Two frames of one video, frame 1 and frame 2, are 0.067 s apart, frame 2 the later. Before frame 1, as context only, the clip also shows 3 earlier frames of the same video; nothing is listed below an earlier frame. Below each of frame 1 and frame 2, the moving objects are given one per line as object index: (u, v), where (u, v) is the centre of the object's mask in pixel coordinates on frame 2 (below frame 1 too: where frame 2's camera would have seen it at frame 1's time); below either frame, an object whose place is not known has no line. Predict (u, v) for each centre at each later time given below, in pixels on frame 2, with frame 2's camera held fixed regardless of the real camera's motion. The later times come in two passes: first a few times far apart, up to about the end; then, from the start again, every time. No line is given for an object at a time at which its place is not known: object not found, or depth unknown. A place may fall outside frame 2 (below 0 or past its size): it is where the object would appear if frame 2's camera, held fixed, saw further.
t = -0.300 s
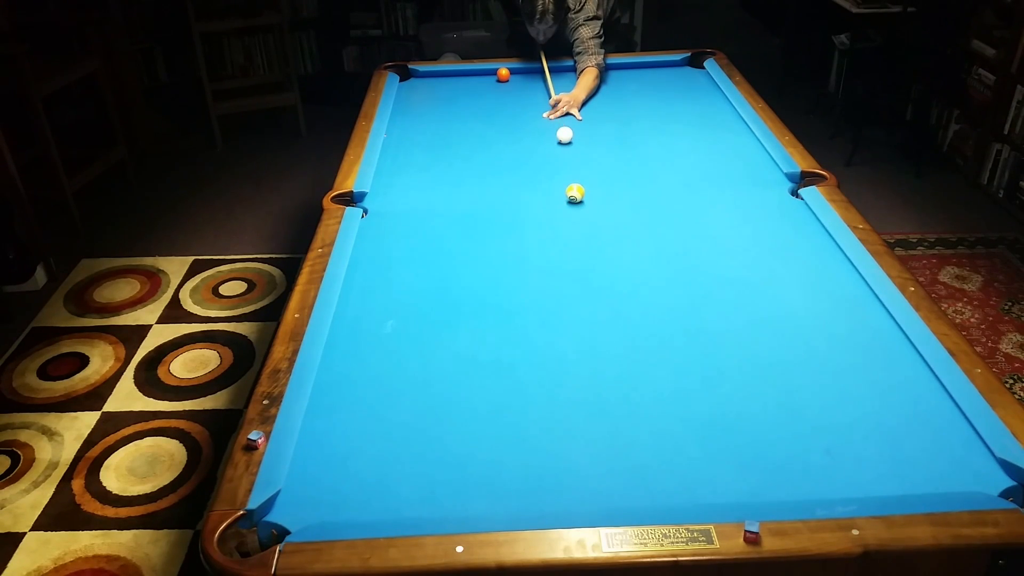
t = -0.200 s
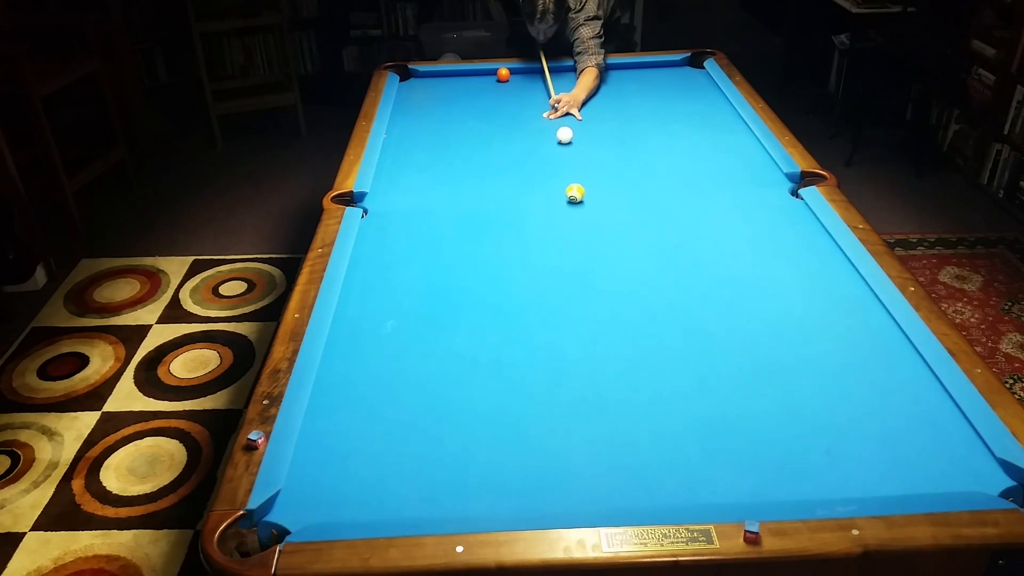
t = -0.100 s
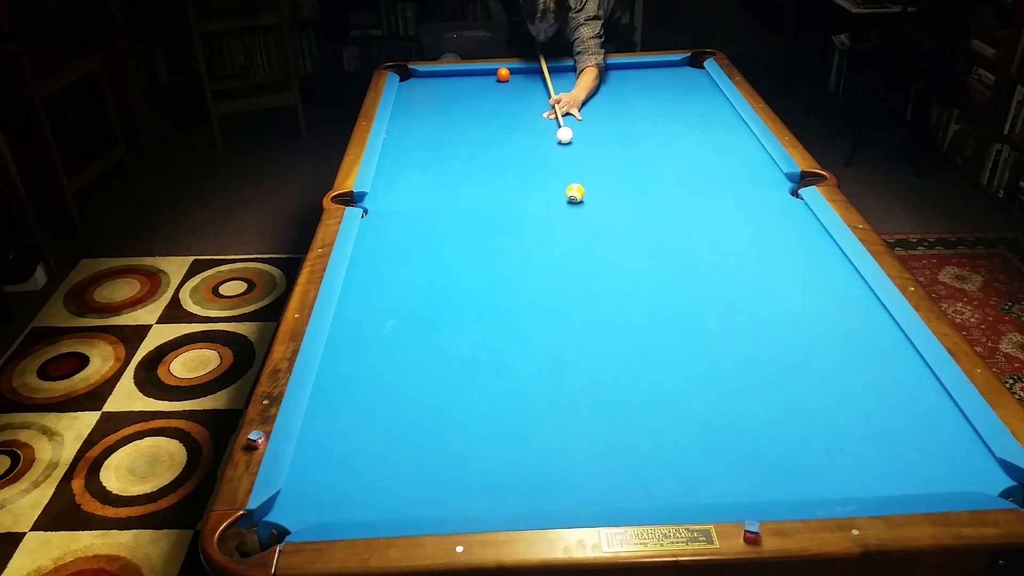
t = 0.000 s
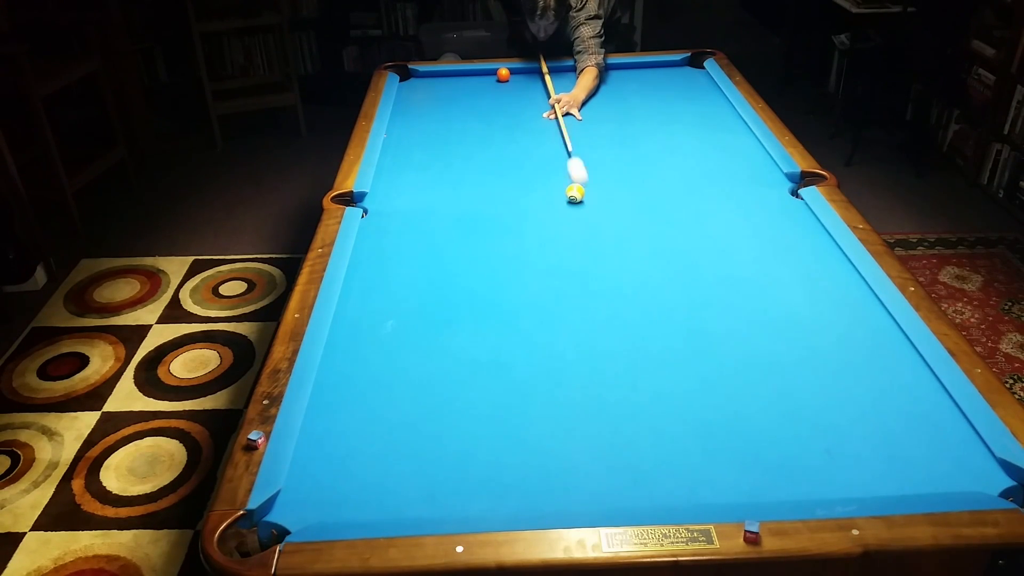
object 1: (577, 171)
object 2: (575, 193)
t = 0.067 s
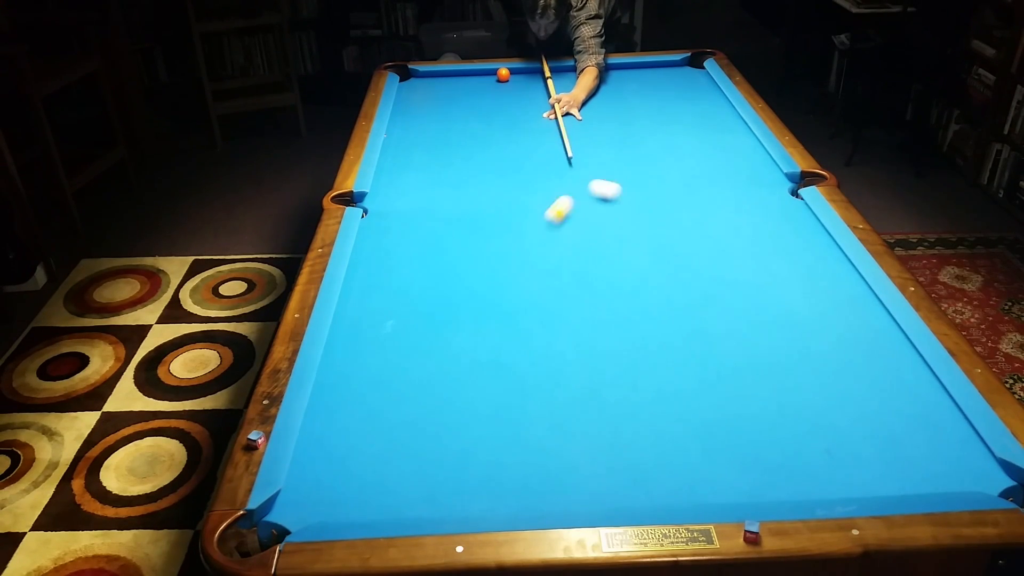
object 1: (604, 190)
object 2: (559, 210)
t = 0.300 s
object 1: (736, 229)
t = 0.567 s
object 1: (827, 291)
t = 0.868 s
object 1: (779, 360)
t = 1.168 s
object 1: (720, 445)
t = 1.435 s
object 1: (638, 470)
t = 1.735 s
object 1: (536, 410)
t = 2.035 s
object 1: (455, 363)
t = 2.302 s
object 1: (396, 327)
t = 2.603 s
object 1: (358, 294)
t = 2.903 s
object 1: (400, 267)
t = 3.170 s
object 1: (432, 246)
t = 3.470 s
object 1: (464, 226)
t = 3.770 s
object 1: (492, 209)
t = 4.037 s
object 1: (514, 195)
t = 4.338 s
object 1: (536, 181)
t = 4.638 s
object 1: (556, 169)
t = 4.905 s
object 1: (572, 159)
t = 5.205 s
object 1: (587, 149)
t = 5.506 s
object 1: (601, 140)
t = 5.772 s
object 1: (611, 133)
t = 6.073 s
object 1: (622, 126)
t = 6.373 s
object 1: (632, 120)
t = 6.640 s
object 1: (640, 116)
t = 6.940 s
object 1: (648, 112)
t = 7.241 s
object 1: (654, 108)
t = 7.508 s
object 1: (660, 105)
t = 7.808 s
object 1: (664, 103)
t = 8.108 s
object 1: (670, 101)
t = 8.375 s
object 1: (672, 100)
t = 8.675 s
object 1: (674, 99)
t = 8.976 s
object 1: (675, 99)
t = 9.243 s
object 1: (676, 99)
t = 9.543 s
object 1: (676, 99)
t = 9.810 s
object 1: (676, 99)
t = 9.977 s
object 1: (676, 99)
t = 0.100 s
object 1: (623, 194)
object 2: (546, 225)
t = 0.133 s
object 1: (641, 198)
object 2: (532, 241)
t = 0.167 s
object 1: (660, 203)
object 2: (517, 259)
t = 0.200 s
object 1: (679, 209)
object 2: (502, 275)
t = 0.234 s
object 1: (698, 215)
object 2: (486, 294)
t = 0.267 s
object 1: (717, 222)
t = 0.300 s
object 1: (736, 229)
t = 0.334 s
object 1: (756, 237)
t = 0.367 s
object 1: (777, 245)
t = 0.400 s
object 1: (799, 253)
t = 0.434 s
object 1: (822, 262)
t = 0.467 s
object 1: (841, 270)
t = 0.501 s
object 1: (840, 278)
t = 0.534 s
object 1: (833, 285)
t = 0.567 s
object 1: (827, 291)
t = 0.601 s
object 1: (822, 298)
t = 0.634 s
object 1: (817, 306)
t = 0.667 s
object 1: (812, 313)
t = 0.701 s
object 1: (807, 320)
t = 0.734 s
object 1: (801, 328)
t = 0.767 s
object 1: (796, 336)
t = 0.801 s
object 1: (790, 344)
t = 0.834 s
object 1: (785, 352)
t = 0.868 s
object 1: (779, 360)
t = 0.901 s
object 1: (773, 369)
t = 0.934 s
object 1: (767, 378)
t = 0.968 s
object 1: (761, 386)
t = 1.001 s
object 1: (754, 396)
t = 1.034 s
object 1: (748, 405)
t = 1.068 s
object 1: (741, 415)
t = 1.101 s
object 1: (734, 425)
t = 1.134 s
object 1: (727, 435)
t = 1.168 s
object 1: (720, 445)
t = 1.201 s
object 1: (712, 456)
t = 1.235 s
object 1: (705, 467)
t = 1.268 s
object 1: (697, 478)
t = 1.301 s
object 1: (689, 487)
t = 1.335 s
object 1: (677, 490)
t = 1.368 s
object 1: (664, 486)
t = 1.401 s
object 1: (651, 478)
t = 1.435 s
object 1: (638, 470)
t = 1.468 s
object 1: (625, 463)
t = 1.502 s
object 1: (613, 456)
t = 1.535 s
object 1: (601, 449)
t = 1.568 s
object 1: (589, 442)
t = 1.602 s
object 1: (578, 435)
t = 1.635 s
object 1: (567, 429)
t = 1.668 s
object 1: (556, 423)
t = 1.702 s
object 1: (546, 416)
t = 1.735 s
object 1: (536, 410)
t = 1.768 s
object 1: (526, 404)
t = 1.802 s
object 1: (517, 399)
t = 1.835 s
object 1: (507, 393)
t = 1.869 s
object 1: (498, 388)
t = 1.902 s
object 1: (489, 383)
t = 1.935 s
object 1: (480, 377)
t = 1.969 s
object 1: (472, 372)
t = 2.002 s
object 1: (463, 367)
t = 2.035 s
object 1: (455, 363)
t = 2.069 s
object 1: (447, 358)
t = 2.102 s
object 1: (440, 353)
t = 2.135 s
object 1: (432, 349)
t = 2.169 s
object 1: (425, 344)
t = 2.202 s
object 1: (417, 340)
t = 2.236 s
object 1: (410, 335)
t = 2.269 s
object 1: (403, 331)
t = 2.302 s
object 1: (396, 327)
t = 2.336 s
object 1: (389, 323)
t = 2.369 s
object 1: (383, 319)
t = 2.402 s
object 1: (376, 315)
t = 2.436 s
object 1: (370, 312)
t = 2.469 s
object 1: (363, 308)
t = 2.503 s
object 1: (357, 304)
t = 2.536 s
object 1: (351, 301)
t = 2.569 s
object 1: (352, 297)
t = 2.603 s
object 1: (358, 294)
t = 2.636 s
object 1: (363, 291)
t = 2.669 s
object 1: (368, 287)
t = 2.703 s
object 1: (373, 284)
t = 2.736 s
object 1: (377, 281)
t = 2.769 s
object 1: (382, 278)
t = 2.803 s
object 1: (387, 276)
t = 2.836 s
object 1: (391, 272)
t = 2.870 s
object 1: (396, 270)
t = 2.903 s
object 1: (400, 267)
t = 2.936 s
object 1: (404, 264)
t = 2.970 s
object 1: (409, 262)
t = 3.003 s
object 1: (413, 259)
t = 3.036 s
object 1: (417, 256)
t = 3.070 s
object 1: (421, 254)
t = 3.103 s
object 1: (425, 251)
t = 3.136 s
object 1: (428, 249)
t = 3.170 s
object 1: (432, 246)
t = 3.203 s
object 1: (436, 244)
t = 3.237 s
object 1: (440, 242)
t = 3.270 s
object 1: (443, 239)
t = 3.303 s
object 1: (447, 237)
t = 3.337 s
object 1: (451, 235)
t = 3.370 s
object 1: (454, 233)
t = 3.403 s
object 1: (458, 230)
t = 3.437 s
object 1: (461, 228)
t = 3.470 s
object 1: (464, 226)
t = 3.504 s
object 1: (468, 224)
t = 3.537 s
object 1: (471, 222)
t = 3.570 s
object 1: (474, 220)
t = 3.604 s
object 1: (477, 218)
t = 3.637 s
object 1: (480, 216)
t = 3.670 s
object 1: (484, 214)
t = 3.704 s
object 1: (486, 212)
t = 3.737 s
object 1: (490, 210)
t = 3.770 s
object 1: (492, 209)
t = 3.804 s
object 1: (495, 207)
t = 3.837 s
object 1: (498, 205)
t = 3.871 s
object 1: (501, 203)
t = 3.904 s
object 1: (504, 201)
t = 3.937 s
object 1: (506, 200)
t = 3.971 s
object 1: (509, 198)
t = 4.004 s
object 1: (512, 196)
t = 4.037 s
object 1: (514, 195)
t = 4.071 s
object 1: (517, 193)
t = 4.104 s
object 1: (520, 191)
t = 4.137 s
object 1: (522, 190)
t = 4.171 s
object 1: (524, 188)
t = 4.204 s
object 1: (527, 187)
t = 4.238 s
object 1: (529, 185)
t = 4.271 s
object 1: (532, 184)
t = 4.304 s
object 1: (534, 182)
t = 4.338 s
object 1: (536, 181)
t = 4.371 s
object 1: (539, 179)
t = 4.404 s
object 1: (541, 178)
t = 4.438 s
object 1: (543, 177)
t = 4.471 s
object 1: (546, 175)
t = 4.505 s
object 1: (548, 174)
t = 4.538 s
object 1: (550, 172)
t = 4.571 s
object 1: (552, 171)
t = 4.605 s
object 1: (554, 170)
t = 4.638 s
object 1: (556, 169)
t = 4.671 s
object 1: (558, 167)
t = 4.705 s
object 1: (560, 166)
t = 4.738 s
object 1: (562, 165)
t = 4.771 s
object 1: (564, 164)
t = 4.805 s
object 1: (566, 162)
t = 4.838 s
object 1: (568, 161)
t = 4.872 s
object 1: (570, 160)
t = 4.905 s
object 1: (572, 159)
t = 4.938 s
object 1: (573, 158)
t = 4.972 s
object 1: (575, 156)
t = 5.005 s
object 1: (577, 155)
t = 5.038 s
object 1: (579, 154)
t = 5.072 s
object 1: (580, 153)
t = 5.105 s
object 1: (582, 152)
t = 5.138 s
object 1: (584, 151)
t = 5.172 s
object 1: (585, 150)
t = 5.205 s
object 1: (587, 149)
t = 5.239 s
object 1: (588, 148)
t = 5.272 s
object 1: (590, 147)
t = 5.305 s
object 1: (591, 146)
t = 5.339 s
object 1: (593, 145)
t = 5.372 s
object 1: (595, 144)
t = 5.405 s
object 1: (596, 143)
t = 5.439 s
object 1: (598, 142)
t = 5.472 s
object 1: (599, 141)
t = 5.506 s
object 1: (601, 140)
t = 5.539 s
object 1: (602, 139)
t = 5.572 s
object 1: (603, 138)
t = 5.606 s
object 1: (605, 138)
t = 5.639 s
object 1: (606, 137)
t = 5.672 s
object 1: (608, 136)
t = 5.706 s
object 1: (609, 135)
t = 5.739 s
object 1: (610, 134)
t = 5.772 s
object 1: (611, 133)
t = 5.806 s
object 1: (613, 132)
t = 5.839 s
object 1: (614, 132)
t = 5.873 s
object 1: (615, 131)
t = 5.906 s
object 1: (616, 130)
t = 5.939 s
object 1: (617, 129)
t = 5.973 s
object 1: (619, 129)
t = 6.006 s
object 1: (620, 128)
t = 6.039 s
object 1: (621, 127)
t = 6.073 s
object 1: (622, 126)
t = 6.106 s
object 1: (624, 126)
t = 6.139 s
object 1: (625, 125)
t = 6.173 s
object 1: (626, 124)
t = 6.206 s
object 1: (627, 124)
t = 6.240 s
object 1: (628, 123)
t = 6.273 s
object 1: (629, 122)
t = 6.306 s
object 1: (630, 122)
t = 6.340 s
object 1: (631, 121)
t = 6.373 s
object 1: (632, 120)
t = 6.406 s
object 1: (633, 120)
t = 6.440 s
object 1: (634, 119)
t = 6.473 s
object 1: (635, 119)
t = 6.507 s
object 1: (636, 118)
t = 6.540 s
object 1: (637, 118)
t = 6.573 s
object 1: (638, 117)
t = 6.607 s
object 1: (639, 116)
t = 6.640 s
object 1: (640, 116)
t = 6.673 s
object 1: (641, 115)
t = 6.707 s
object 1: (642, 115)
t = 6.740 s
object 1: (643, 114)
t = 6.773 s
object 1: (644, 114)
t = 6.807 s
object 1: (644, 113)
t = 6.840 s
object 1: (645, 113)
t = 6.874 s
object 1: (646, 113)
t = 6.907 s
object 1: (647, 112)
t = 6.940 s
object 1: (648, 112)
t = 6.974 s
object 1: (649, 111)
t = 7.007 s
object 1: (649, 111)
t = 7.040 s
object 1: (650, 110)
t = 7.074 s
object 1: (651, 110)
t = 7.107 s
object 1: (652, 110)
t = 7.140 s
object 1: (652, 109)
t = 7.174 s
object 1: (653, 109)
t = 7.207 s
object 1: (654, 108)
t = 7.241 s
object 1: (654, 108)
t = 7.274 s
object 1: (655, 108)
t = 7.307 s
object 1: (656, 107)
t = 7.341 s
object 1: (657, 107)
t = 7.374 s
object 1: (657, 106)
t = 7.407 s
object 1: (658, 106)
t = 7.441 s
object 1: (658, 106)
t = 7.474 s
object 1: (659, 105)
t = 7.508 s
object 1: (660, 105)
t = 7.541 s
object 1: (660, 105)
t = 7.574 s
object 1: (661, 105)
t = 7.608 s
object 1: (661, 104)
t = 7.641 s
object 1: (662, 104)
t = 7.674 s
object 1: (662, 104)
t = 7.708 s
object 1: (663, 103)
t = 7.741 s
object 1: (663, 103)
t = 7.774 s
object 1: (664, 103)
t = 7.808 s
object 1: (664, 103)
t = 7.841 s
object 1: (665, 102)
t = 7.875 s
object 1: (666, 102)
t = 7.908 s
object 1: (667, 102)
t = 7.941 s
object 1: (668, 102)
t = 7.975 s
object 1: (668, 102)
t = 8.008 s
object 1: (668, 101)
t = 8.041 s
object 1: (669, 101)
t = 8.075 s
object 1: (669, 101)
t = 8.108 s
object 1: (670, 101)
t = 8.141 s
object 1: (669, 100)
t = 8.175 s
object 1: (669, 100)
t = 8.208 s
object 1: (669, 100)
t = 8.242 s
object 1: (669, 100)
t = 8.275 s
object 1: (670, 100)
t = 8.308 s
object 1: (670, 100)
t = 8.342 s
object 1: (671, 100)
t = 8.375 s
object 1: (672, 100)
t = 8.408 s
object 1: (673, 100)
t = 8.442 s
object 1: (673, 100)
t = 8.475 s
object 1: (673, 100)
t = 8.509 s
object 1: (673, 99)
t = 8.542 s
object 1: (673, 99)
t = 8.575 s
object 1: (673, 99)
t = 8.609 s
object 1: (674, 99)
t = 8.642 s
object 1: (674, 99)
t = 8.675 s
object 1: (674, 99)
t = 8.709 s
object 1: (674, 99)
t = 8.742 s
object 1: (674, 99)
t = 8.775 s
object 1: (675, 99)
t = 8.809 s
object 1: (675, 99)
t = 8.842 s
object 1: (675, 99)
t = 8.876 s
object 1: (675, 99)
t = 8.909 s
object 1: (675, 99)
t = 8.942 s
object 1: (675, 99)
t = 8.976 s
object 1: (675, 99)
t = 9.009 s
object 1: (675, 99)
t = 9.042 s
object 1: (676, 99)
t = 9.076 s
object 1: (676, 99)
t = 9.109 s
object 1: (676, 99)
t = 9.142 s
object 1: (676, 99)
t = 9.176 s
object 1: (676, 99)
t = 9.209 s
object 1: (676, 99)
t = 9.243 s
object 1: (676, 99)
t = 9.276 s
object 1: (676, 99)
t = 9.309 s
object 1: (676, 99)
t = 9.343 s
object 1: (676, 99)
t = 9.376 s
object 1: (676, 99)
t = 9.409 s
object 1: (676, 99)
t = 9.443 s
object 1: (676, 99)
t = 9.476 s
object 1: (676, 99)
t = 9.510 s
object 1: (676, 99)
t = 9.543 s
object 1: (676, 99)
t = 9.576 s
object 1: (676, 99)
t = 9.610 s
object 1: (676, 99)
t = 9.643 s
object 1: (676, 99)
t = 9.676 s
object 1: (676, 99)
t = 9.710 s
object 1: (676, 99)
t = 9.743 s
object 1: (676, 99)
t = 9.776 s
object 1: (676, 99)
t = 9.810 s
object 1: (676, 99)
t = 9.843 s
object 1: (676, 99)
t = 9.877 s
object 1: (676, 99)
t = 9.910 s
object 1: (676, 99)
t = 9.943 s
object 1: (676, 99)
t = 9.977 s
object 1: (676, 99)
